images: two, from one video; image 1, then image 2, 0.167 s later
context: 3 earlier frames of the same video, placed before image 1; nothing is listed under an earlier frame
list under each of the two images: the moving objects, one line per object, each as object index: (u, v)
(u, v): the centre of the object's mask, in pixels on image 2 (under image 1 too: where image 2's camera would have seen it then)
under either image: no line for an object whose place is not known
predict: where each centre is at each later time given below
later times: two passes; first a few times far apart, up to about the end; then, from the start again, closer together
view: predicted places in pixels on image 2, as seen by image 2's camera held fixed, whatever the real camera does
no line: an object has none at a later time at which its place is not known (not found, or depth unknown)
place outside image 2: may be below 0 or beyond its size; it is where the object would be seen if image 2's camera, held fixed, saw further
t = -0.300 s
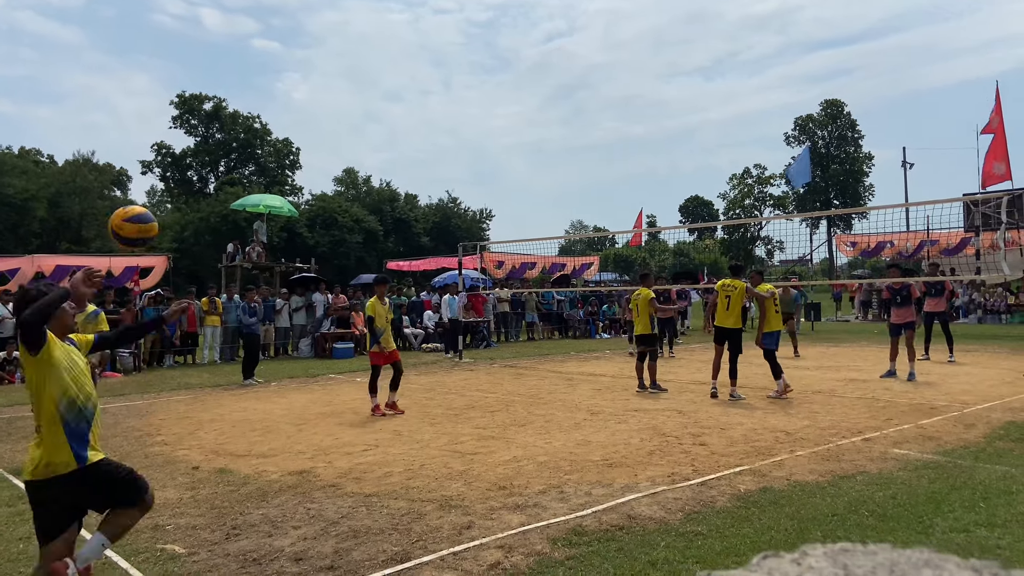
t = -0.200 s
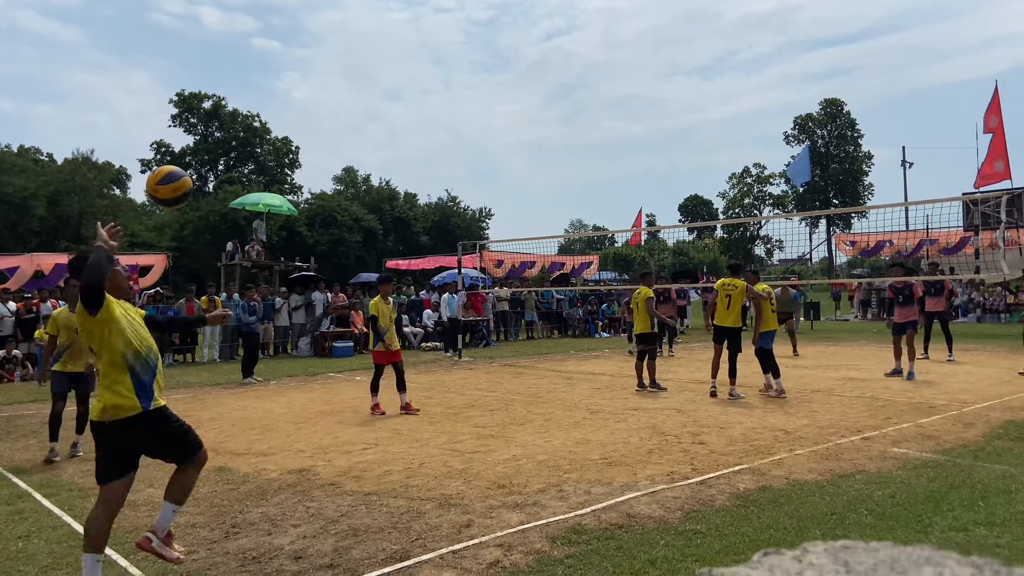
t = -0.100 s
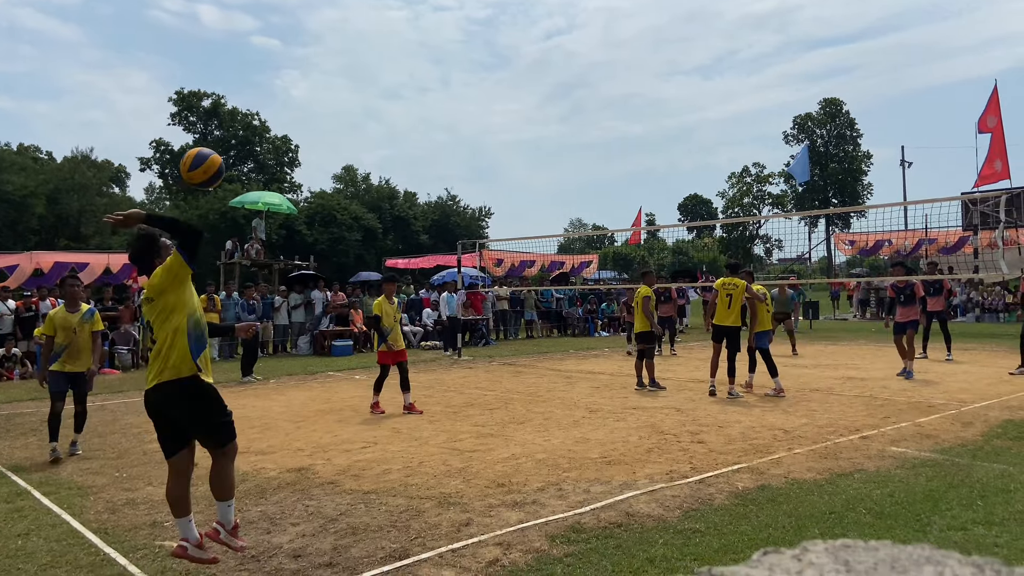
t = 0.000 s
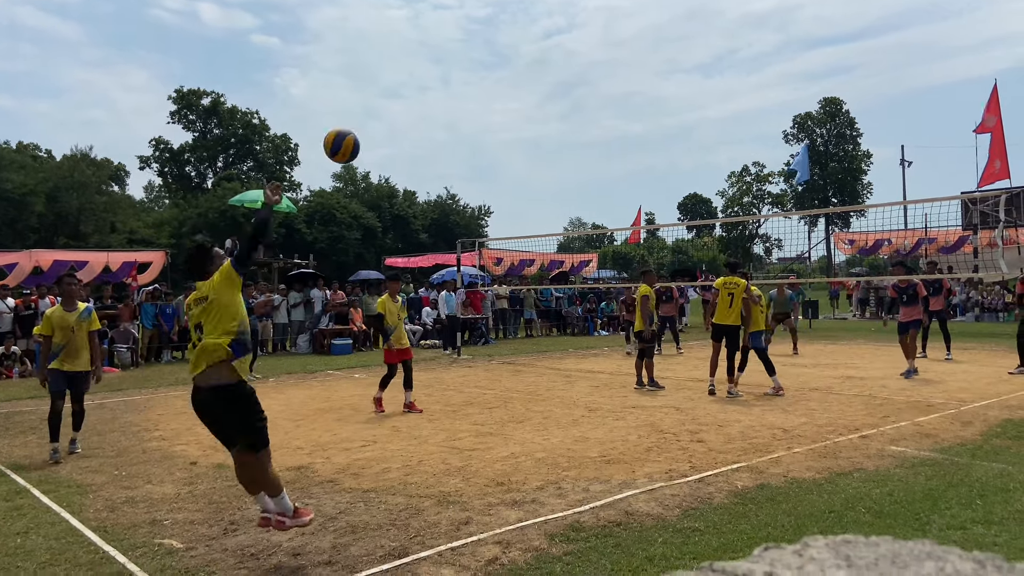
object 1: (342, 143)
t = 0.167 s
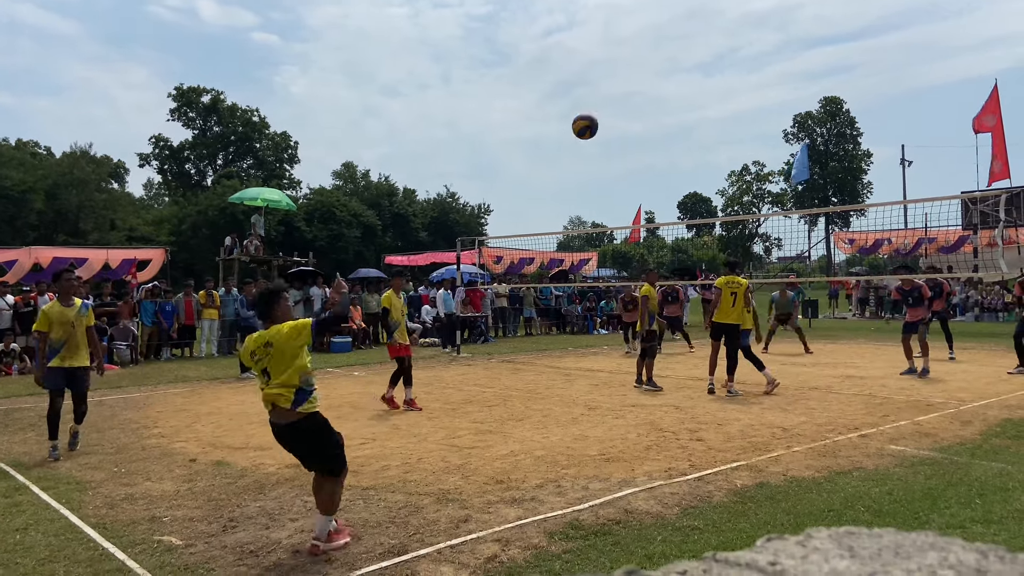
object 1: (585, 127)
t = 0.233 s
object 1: (650, 129)
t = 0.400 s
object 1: (773, 147)
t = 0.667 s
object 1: (892, 209)
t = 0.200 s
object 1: (619, 127)
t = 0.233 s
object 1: (650, 129)
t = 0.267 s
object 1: (679, 131)
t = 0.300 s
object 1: (705, 134)
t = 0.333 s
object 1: (729, 138)
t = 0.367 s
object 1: (752, 142)
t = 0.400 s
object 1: (773, 147)
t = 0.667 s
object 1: (892, 209)
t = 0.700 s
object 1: (904, 216)
